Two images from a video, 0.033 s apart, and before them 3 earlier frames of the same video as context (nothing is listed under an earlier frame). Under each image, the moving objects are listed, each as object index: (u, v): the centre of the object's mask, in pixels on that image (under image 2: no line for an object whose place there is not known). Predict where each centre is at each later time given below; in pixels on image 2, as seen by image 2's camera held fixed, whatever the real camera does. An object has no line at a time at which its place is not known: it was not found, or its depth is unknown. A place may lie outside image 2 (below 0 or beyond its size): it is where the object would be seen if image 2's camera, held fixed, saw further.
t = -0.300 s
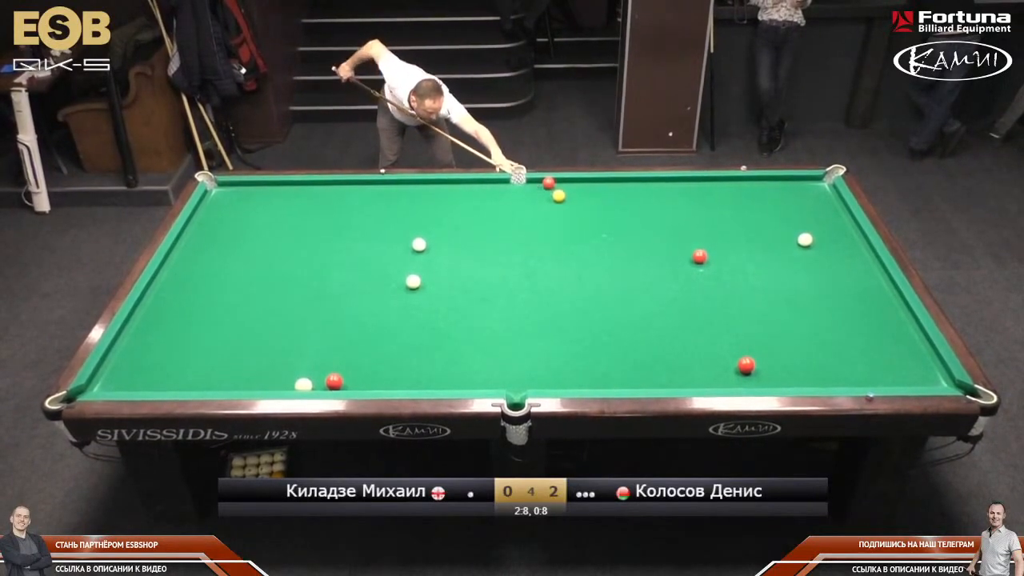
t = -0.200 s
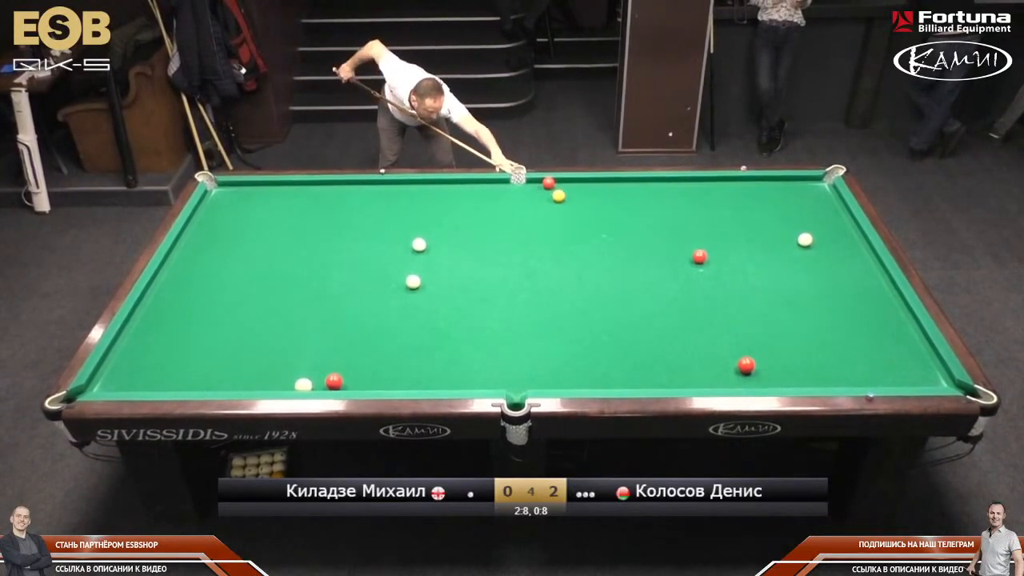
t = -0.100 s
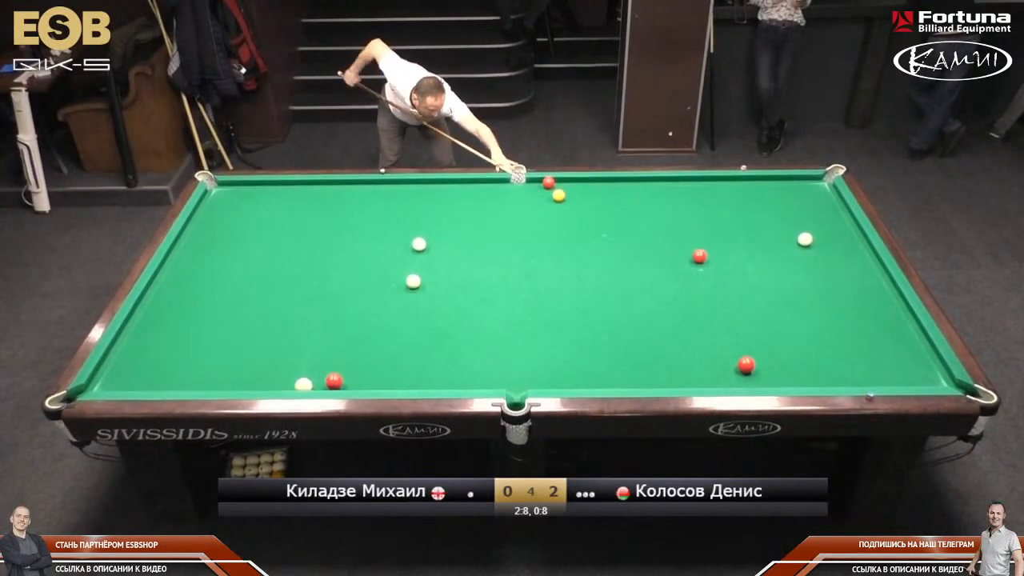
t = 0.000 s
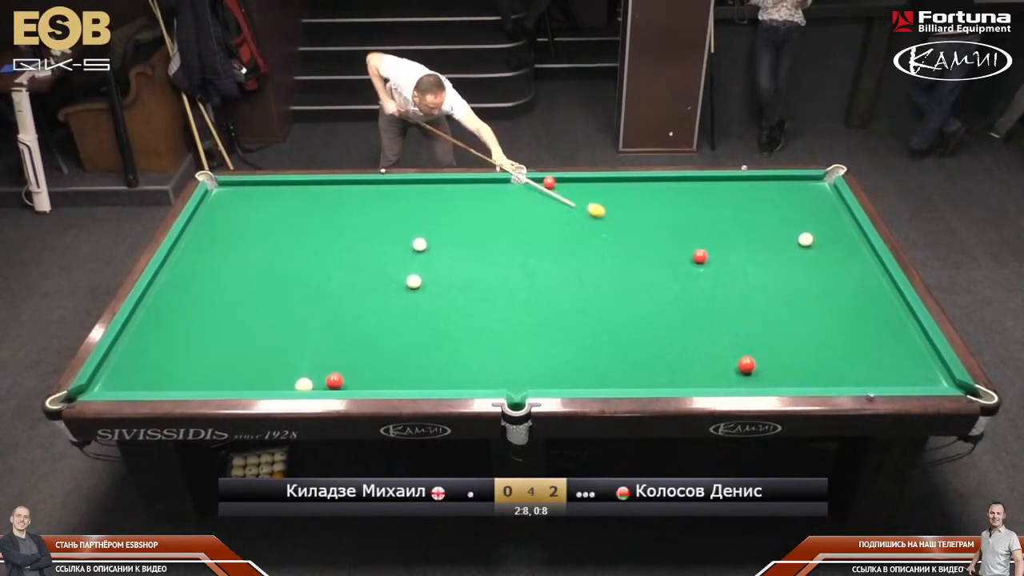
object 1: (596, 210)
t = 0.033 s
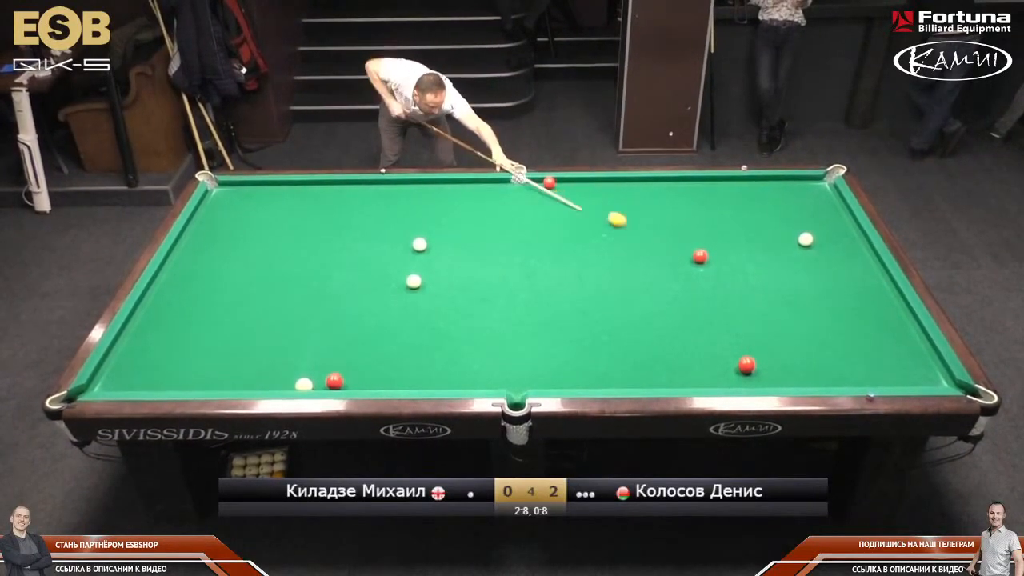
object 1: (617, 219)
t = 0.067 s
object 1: (660, 238)
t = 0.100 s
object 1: (691, 250)
